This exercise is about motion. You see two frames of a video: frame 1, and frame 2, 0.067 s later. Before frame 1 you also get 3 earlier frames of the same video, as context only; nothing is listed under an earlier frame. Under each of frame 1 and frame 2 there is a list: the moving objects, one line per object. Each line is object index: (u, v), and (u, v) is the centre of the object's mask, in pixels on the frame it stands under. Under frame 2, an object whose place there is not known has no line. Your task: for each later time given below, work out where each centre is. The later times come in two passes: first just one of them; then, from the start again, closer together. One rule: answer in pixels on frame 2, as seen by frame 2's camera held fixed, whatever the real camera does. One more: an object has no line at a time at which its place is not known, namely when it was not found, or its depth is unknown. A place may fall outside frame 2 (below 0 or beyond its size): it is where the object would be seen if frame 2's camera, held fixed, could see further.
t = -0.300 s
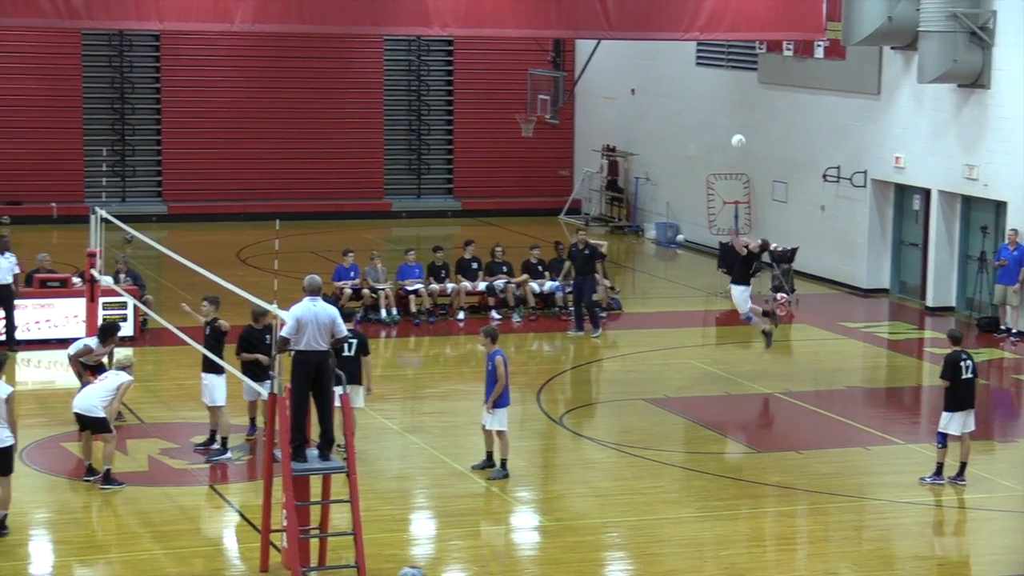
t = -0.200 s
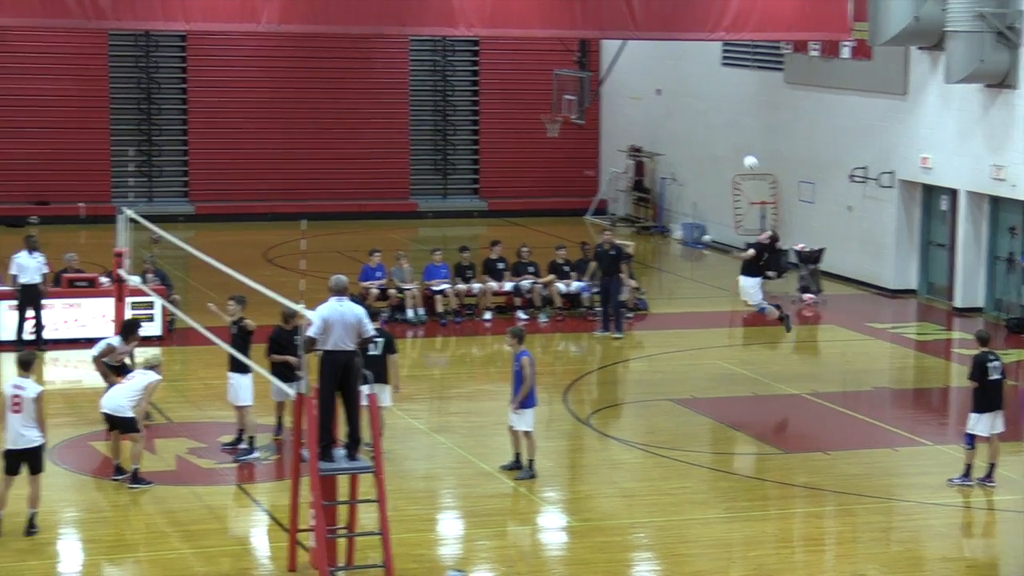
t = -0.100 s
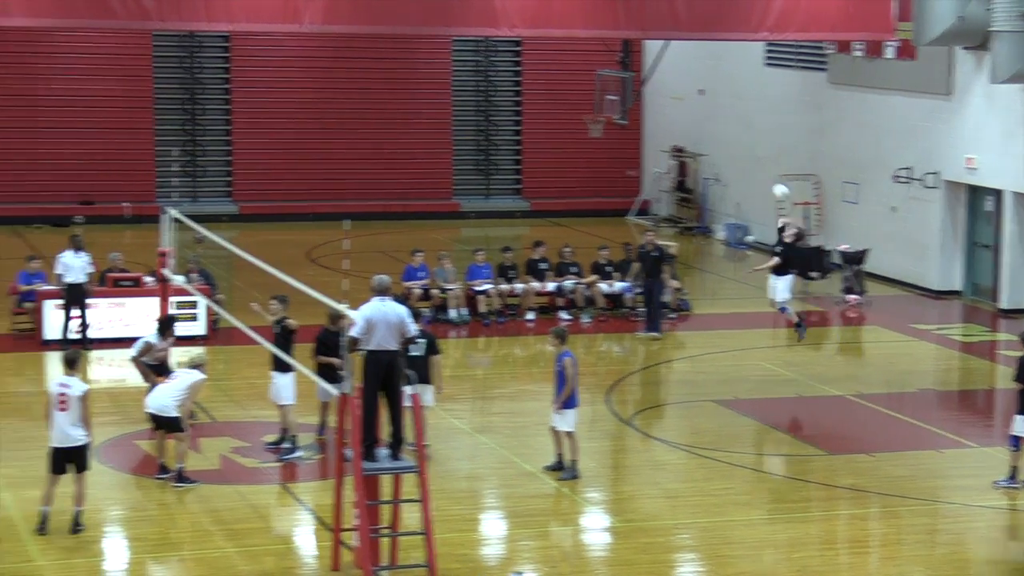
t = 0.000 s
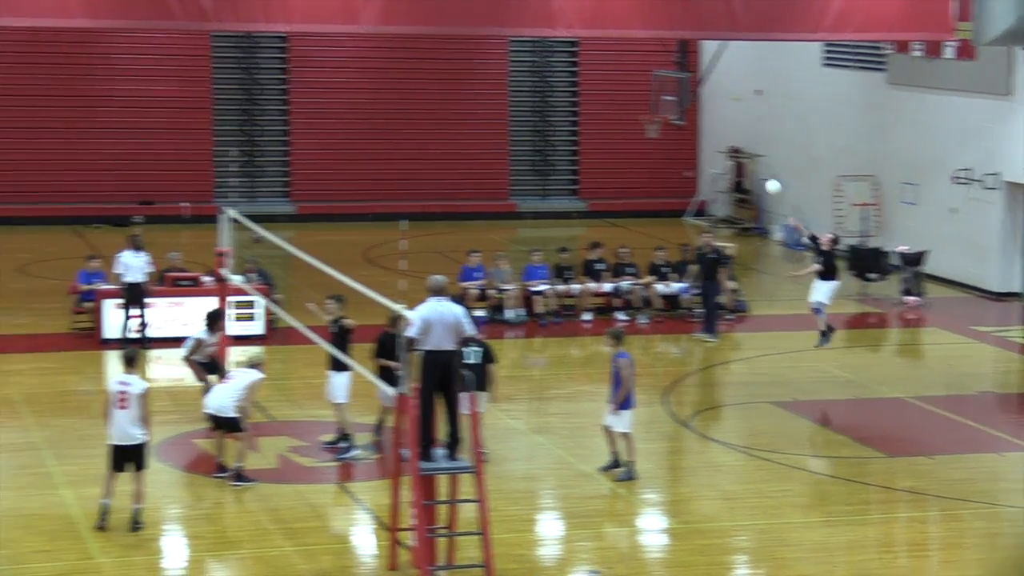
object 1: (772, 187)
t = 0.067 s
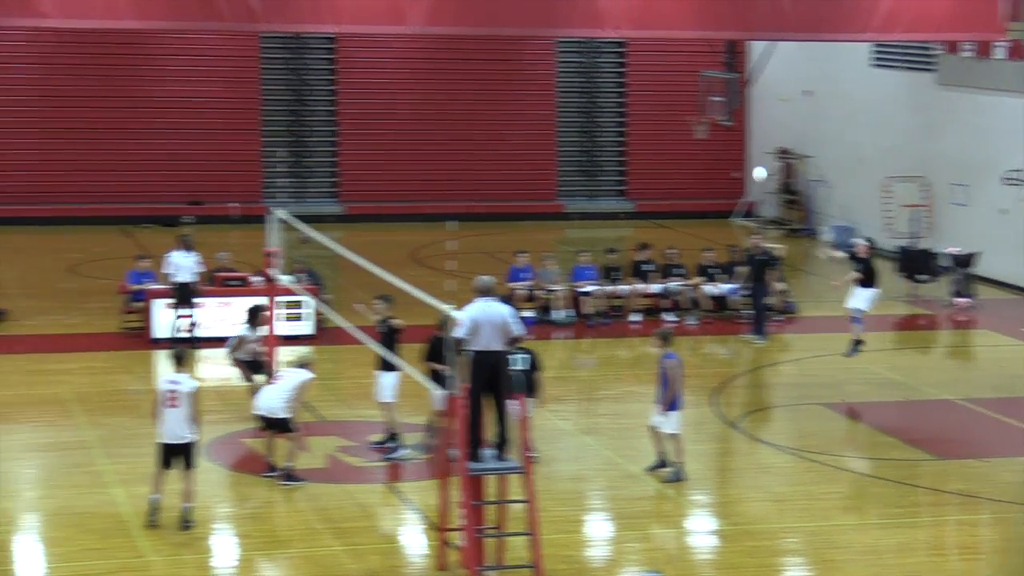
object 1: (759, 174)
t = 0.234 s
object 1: (611, 158)
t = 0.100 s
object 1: (731, 169)
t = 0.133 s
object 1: (701, 164)
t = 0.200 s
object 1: (642, 159)
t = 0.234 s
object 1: (611, 158)
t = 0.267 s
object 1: (581, 158)
